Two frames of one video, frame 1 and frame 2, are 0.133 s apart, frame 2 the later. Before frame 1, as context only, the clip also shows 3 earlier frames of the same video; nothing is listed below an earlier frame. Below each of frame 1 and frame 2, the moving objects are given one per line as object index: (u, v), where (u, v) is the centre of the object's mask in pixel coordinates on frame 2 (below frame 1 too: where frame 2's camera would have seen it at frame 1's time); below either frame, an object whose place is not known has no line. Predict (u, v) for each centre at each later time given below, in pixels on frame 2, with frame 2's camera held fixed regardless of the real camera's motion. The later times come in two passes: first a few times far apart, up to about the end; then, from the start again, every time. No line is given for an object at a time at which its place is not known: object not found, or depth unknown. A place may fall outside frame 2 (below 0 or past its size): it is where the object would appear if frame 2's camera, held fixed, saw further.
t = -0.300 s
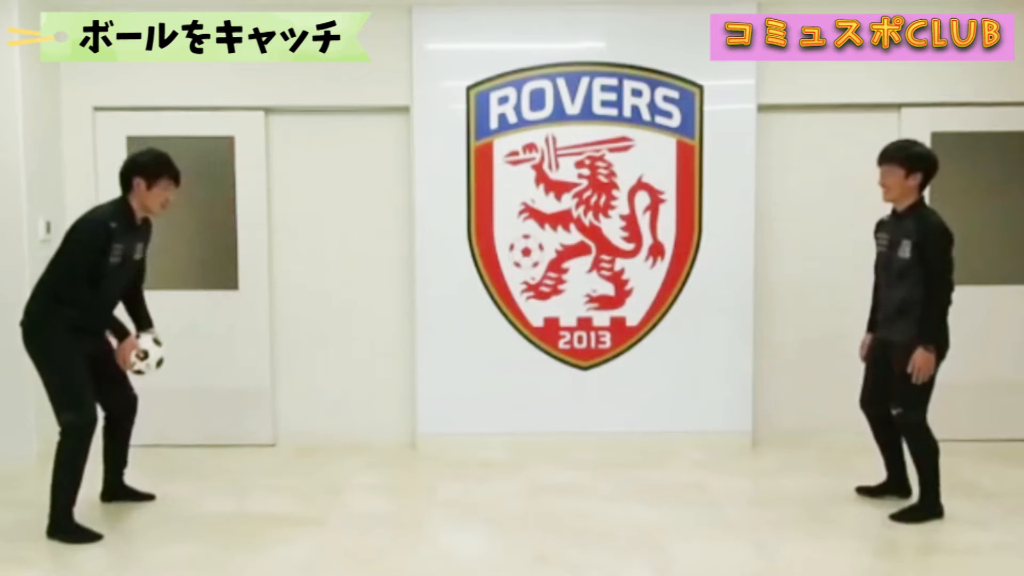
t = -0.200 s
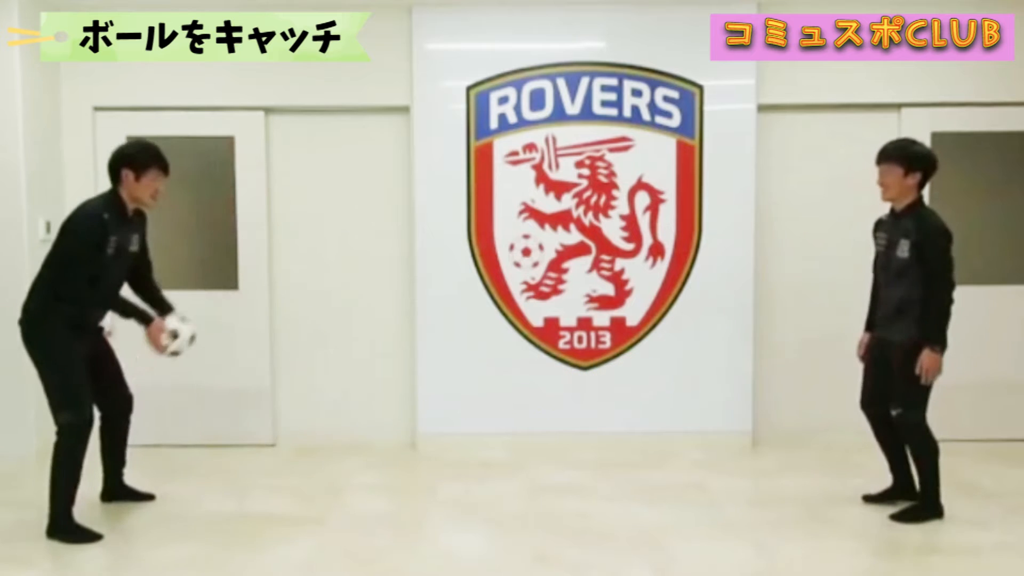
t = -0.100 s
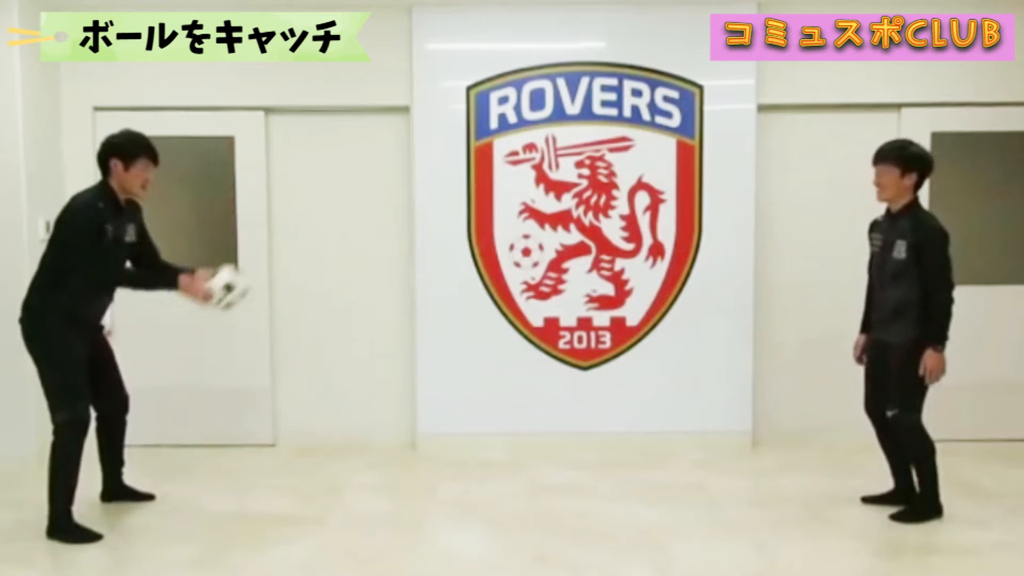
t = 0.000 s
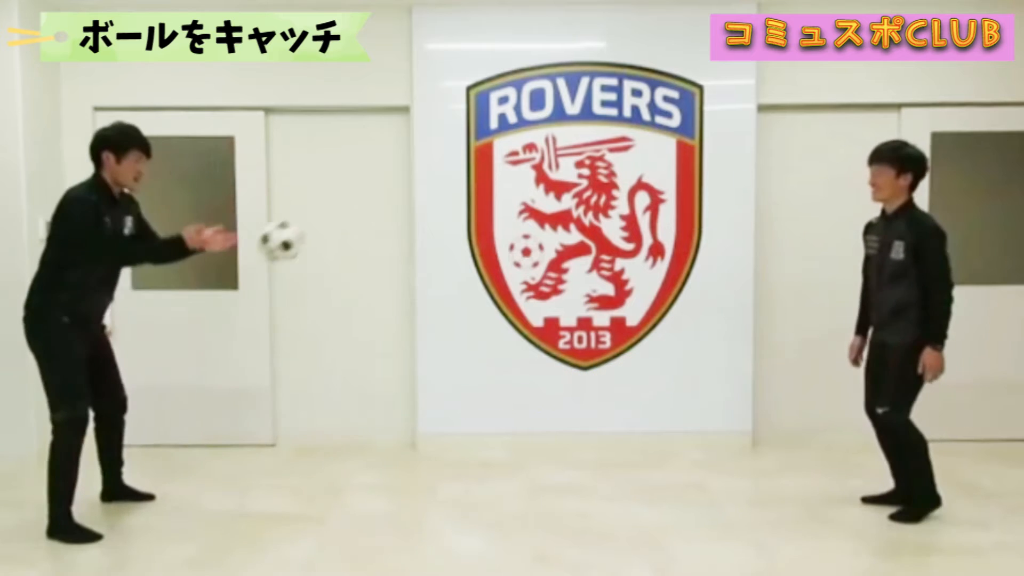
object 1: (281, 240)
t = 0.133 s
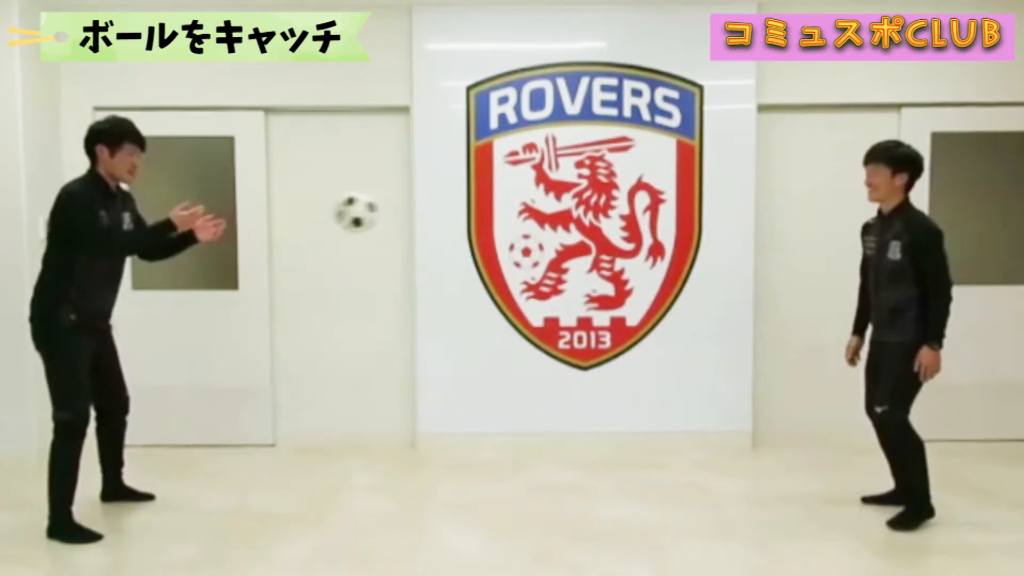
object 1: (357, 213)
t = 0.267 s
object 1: (431, 224)
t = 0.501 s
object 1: (559, 338)
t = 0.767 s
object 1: (681, 438)
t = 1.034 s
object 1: (773, 340)
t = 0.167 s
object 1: (376, 211)
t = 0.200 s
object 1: (395, 213)
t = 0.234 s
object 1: (412, 217)
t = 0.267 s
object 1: (431, 224)
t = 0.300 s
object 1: (449, 233)
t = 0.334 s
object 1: (469, 243)
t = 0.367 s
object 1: (486, 258)
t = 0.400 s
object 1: (503, 275)
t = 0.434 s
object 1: (522, 293)
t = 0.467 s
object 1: (541, 315)
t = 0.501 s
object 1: (559, 338)
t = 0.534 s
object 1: (576, 364)
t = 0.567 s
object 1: (594, 393)
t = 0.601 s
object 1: (612, 425)
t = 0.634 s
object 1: (629, 456)
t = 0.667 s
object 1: (646, 491)
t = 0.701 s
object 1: (659, 489)
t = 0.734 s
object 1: (668, 461)
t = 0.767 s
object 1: (681, 438)
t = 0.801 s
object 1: (692, 418)
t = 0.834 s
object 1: (704, 401)
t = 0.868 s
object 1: (717, 384)
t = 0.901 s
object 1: (729, 371)
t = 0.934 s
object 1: (739, 360)
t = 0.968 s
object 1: (750, 351)
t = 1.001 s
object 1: (762, 343)
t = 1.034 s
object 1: (773, 340)
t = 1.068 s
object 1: (783, 338)
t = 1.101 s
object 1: (794, 338)
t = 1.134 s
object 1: (806, 341)
